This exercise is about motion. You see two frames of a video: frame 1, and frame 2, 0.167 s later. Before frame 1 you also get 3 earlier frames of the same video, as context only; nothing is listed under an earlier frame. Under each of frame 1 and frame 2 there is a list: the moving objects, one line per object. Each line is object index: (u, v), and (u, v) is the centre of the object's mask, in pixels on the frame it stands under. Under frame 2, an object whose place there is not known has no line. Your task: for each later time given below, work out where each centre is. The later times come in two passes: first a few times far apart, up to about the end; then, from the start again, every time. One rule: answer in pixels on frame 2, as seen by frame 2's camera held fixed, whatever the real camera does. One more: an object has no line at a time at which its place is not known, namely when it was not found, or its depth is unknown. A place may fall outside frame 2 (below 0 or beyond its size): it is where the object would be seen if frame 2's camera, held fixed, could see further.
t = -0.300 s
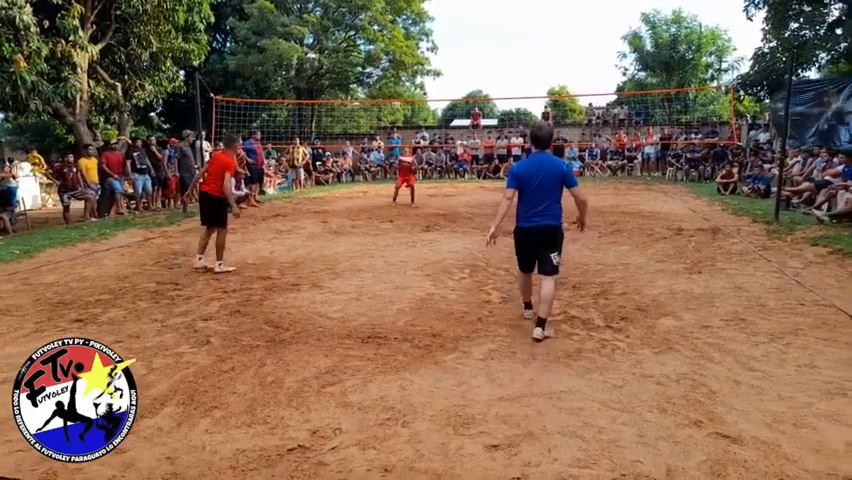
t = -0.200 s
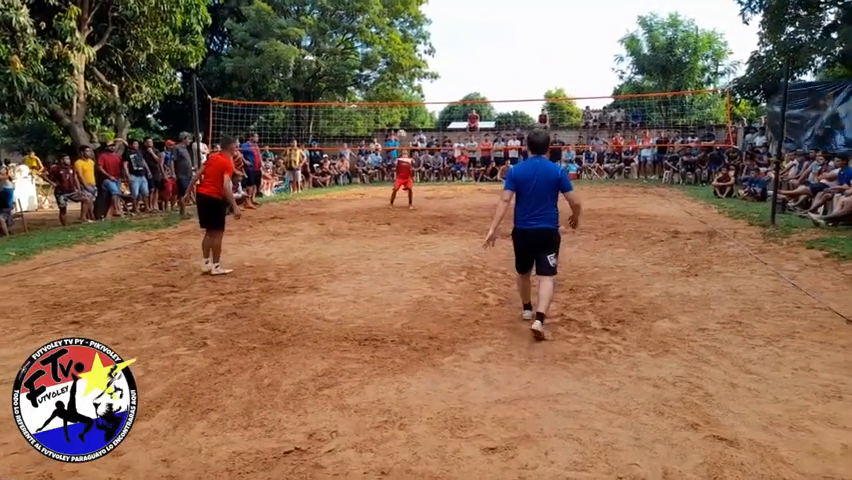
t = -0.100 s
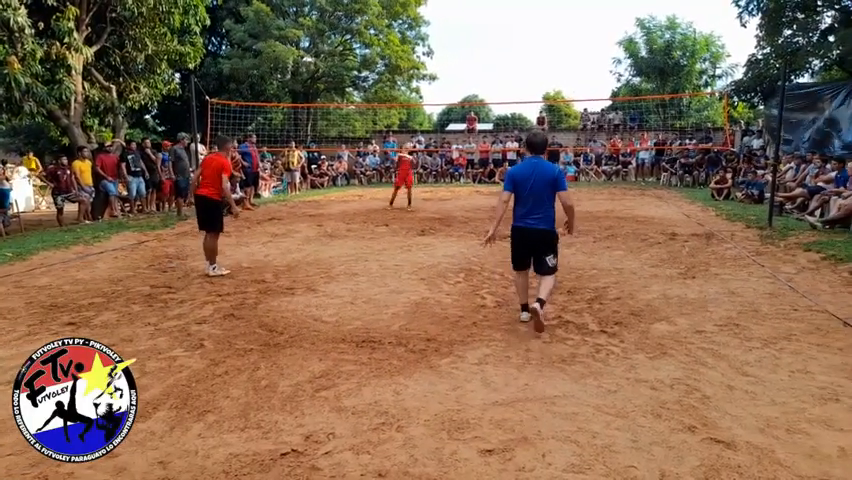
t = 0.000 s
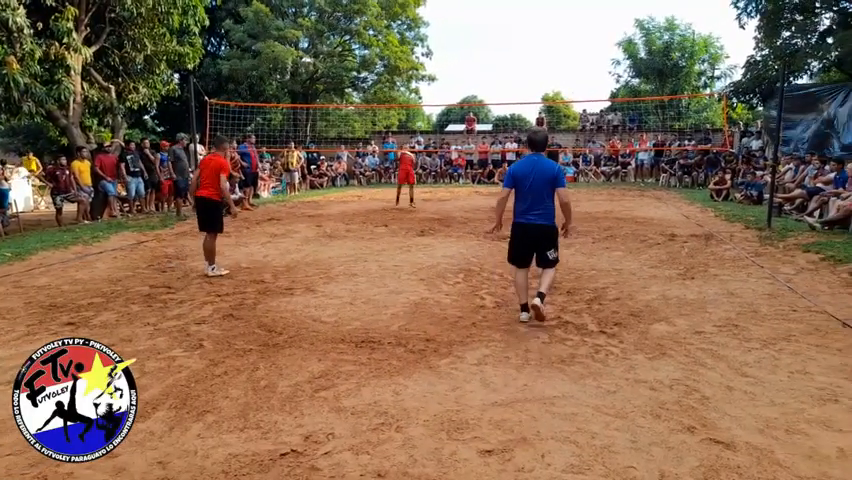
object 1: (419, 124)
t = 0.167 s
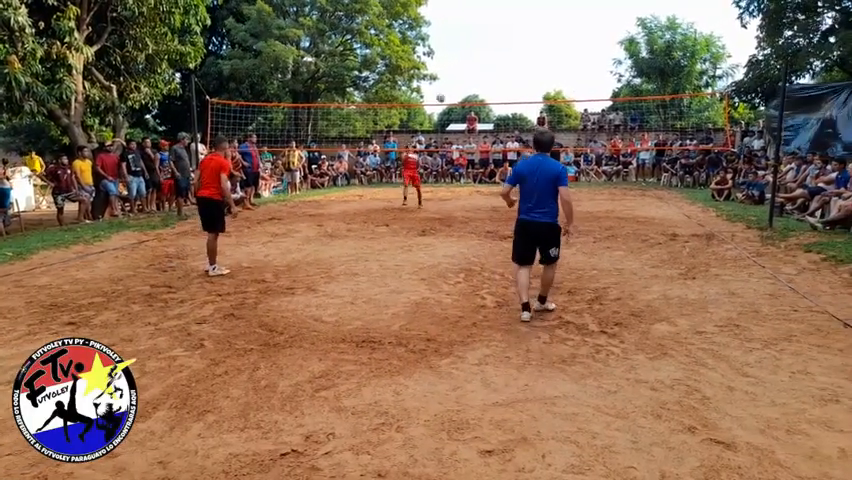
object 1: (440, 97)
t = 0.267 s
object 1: (453, 85)
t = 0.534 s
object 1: (488, 75)
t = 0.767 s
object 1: (520, 92)
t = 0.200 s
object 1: (444, 93)
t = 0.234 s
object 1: (449, 89)
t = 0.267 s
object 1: (453, 85)
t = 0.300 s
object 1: (457, 82)
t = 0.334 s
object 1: (461, 80)
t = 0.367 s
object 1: (466, 78)
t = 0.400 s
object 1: (470, 76)
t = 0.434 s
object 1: (475, 75)
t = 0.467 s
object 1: (479, 74)
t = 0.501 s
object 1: (484, 74)
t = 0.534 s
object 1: (488, 75)
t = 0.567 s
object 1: (493, 75)
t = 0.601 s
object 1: (497, 77)
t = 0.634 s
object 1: (502, 79)
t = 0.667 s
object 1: (506, 81)
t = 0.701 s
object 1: (511, 84)
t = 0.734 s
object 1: (515, 88)
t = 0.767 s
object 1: (520, 92)
